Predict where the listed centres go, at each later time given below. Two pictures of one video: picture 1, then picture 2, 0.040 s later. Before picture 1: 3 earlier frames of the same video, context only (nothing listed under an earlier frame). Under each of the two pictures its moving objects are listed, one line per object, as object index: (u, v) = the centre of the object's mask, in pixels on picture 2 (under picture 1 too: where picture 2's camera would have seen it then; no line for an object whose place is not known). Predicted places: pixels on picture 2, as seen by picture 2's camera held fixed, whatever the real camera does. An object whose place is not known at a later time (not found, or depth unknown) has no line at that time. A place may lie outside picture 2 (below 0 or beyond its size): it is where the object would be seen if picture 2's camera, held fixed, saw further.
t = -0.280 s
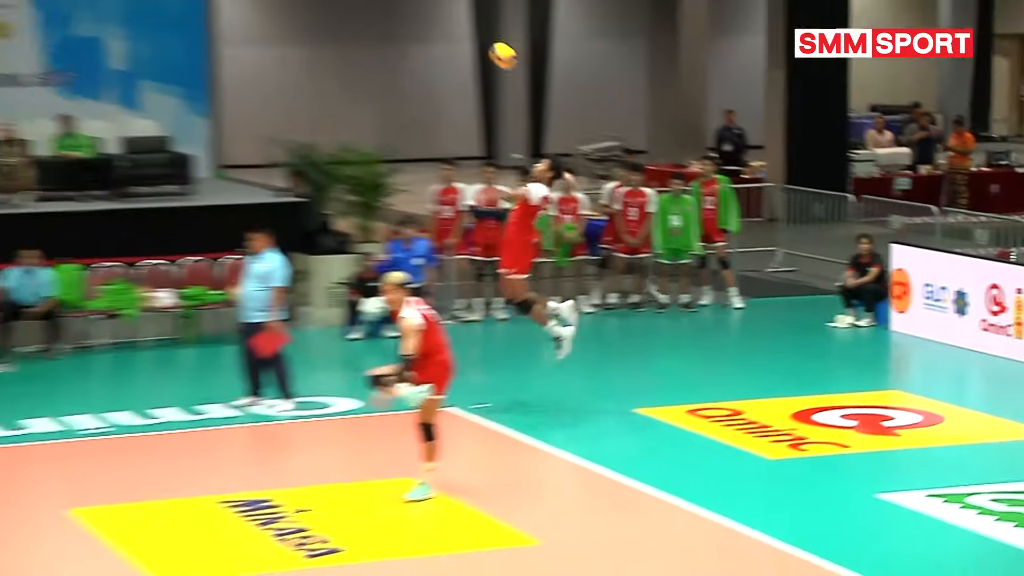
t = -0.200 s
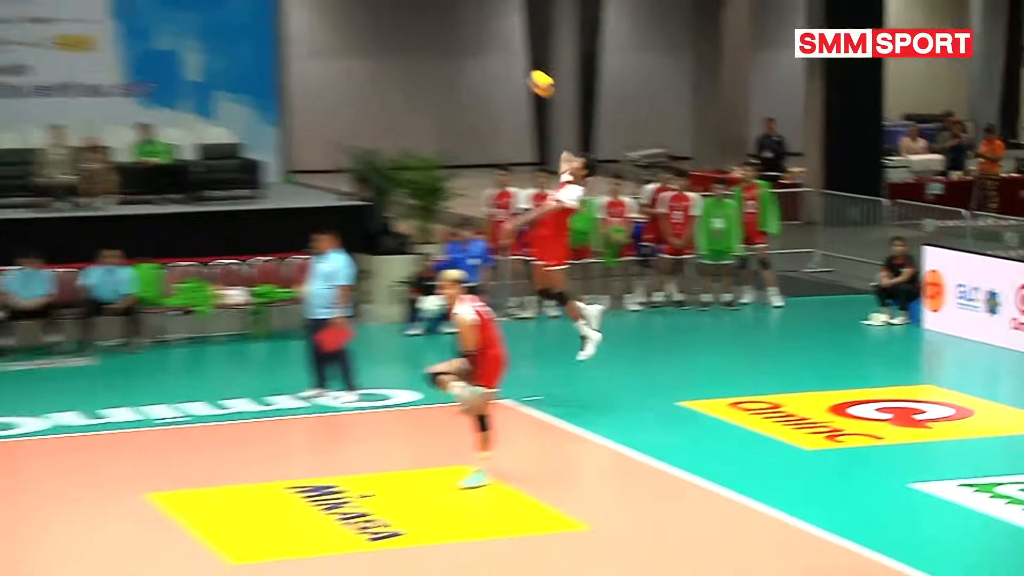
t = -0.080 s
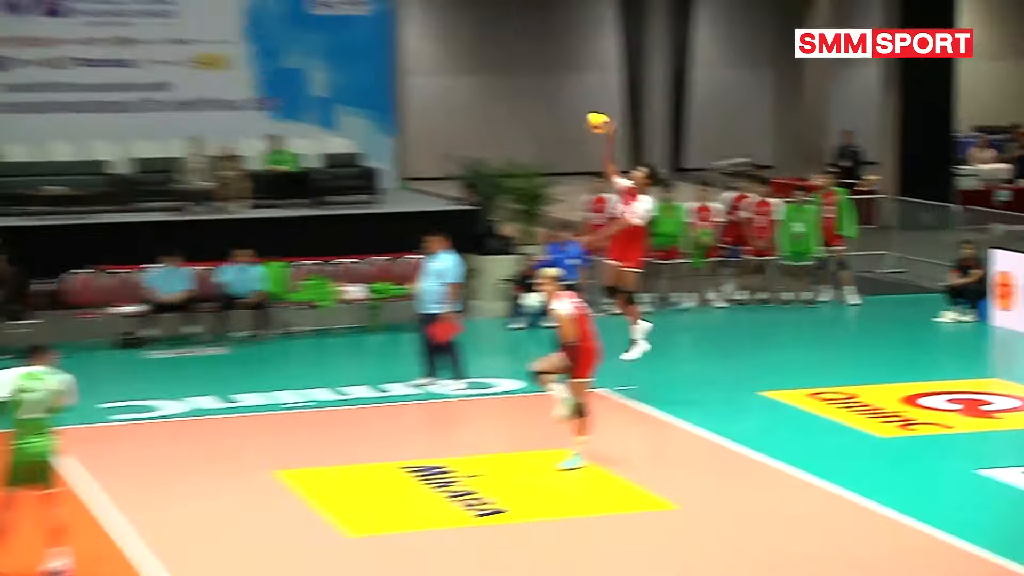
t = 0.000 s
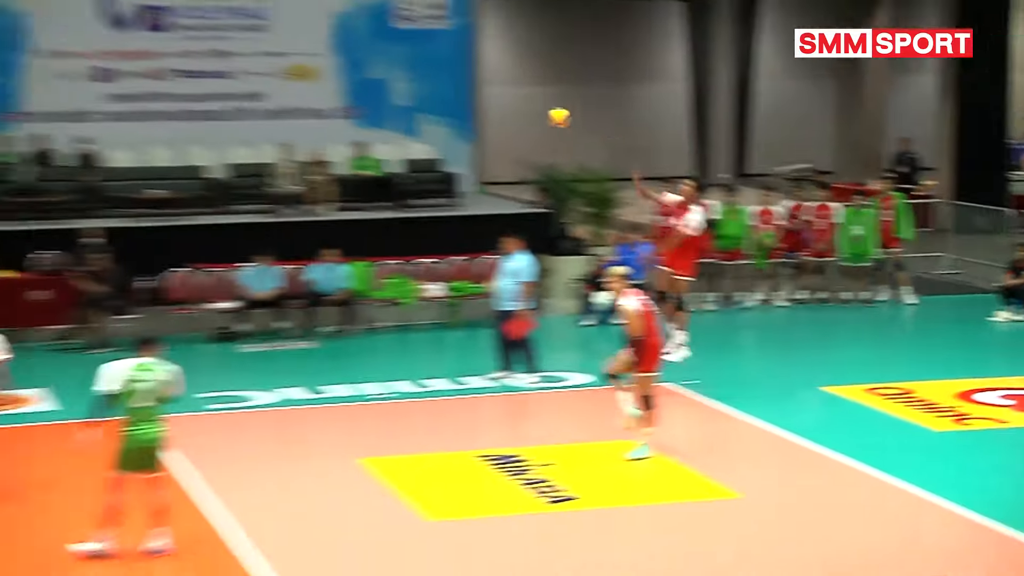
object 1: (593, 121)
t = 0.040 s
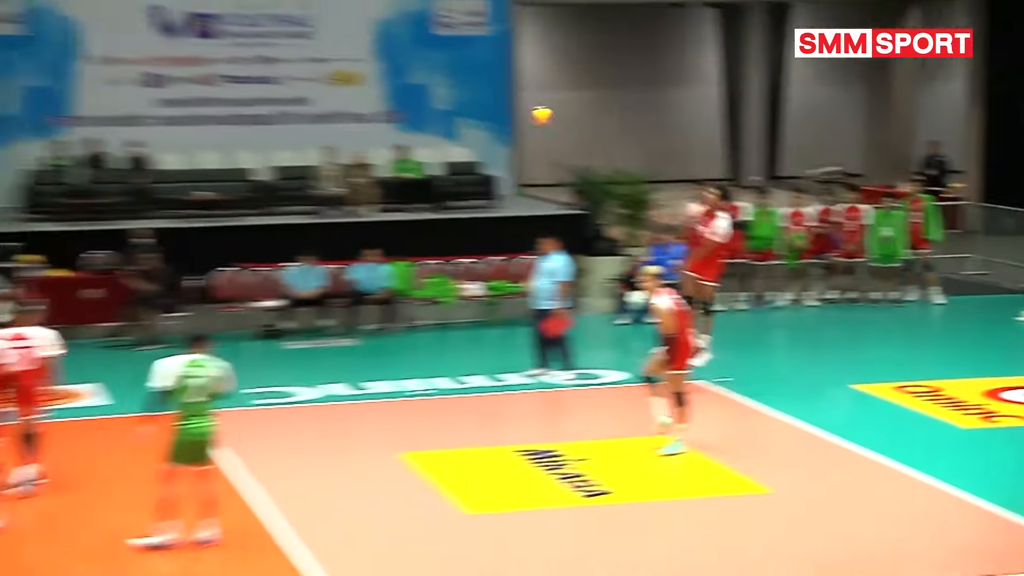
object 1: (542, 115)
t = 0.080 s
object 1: (489, 111)
